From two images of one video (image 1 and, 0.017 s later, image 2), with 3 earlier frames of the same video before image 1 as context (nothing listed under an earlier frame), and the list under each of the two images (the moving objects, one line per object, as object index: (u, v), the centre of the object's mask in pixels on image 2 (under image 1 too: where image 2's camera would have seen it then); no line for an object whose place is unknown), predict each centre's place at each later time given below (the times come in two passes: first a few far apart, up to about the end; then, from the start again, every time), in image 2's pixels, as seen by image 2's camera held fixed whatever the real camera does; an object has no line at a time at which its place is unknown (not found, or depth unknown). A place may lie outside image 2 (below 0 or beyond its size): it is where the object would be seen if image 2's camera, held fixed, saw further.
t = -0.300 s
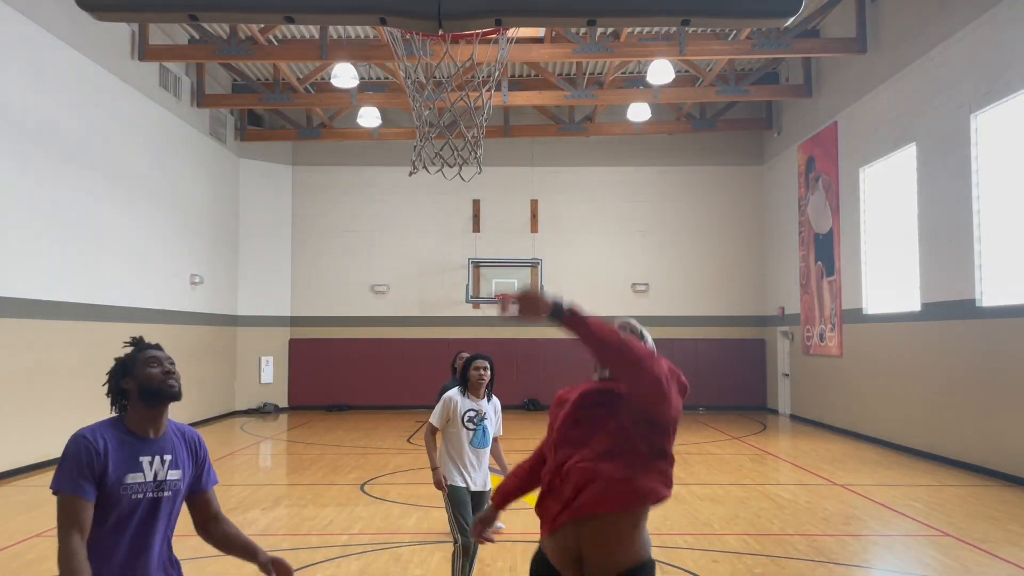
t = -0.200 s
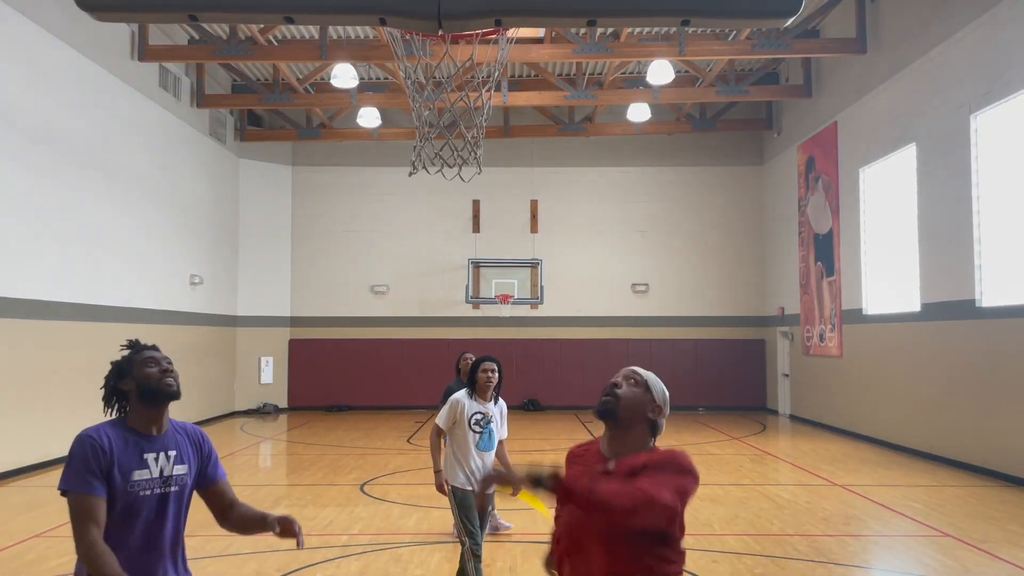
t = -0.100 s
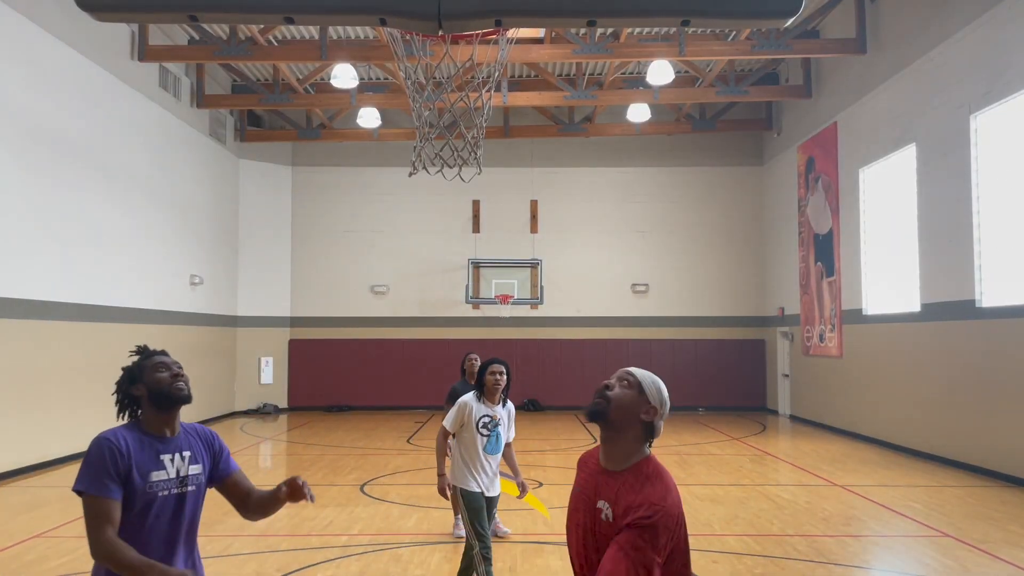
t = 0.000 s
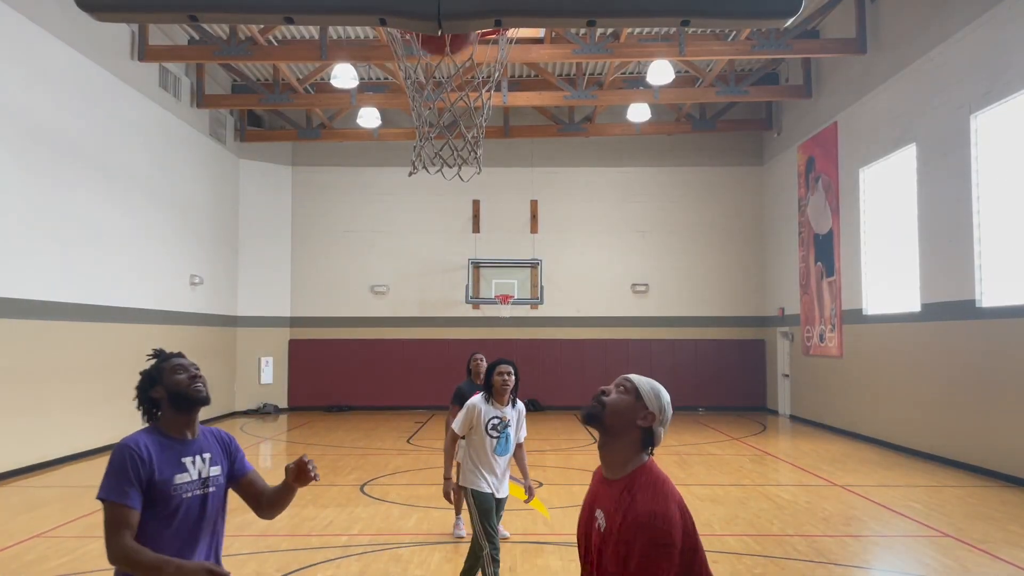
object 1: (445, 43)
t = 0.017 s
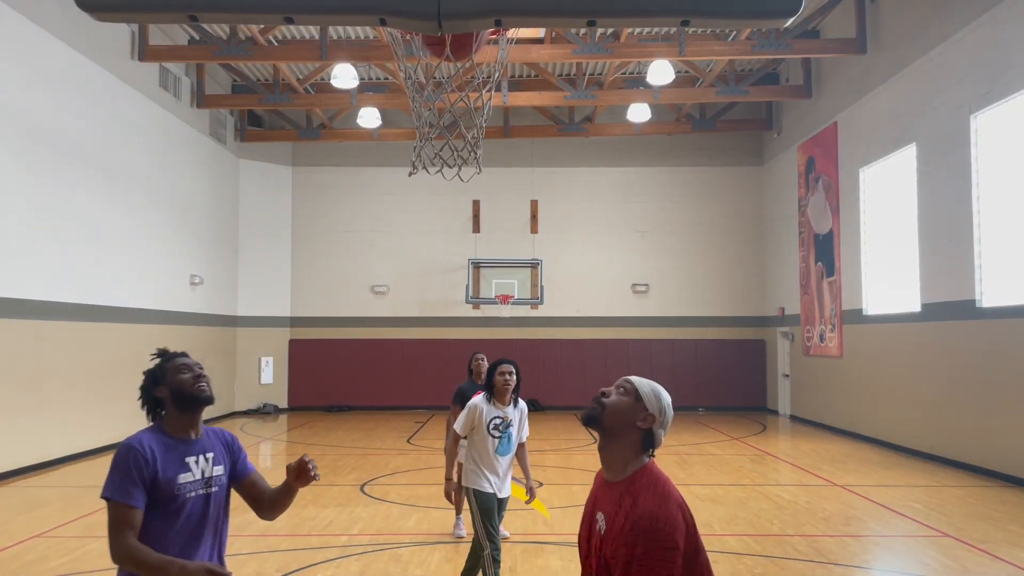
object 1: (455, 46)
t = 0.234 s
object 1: (526, 78)
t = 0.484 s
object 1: (479, 173)
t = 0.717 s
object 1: (421, 437)
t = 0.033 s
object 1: (465, 48)
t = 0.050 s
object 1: (476, 52)
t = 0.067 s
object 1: (485, 55)
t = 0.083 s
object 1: (494, 58)
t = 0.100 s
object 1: (502, 62)
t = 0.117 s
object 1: (509, 66)
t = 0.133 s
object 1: (514, 68)
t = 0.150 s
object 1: (518, 71)
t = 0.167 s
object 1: (522, 72)
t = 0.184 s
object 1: (524, 74)
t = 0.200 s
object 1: (525, 75)
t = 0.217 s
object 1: (526, 76)
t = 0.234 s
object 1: (526, 78)
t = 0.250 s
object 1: (526, 79)
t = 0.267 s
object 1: (526, 80)
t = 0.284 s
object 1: (523, 84)
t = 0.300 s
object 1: (521, 87)
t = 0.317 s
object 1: (519, 89)
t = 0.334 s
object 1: (516, 94)
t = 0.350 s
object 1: (510, 102)
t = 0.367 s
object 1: (508, 107)
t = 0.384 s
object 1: (504, 115)
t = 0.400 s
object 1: (501, 122)
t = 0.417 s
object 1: (496, 130)
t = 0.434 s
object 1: (492, 140)
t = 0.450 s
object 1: (489, 150)
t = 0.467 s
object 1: (484, 166)
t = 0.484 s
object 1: (479, 173)
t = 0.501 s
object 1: (476, 186)
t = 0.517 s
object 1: (471, 200)
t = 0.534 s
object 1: (467, 215)
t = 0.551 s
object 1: (463, 230)
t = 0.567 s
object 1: (459, 247)
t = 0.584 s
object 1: (454, 265)
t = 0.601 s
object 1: (450, 283)
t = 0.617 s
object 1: (446, 302)
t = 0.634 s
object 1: (442, 322)
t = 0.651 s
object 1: (439, 343)
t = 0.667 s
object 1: (435, 367)
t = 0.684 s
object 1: (430, 387)
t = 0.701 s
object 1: (426, 411)
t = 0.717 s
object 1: (421, 437)
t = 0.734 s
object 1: (417, 466)
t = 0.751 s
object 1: (412, 494)
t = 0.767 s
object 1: (408, 523)
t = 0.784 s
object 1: (403, 547)
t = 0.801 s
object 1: (399, 563)
